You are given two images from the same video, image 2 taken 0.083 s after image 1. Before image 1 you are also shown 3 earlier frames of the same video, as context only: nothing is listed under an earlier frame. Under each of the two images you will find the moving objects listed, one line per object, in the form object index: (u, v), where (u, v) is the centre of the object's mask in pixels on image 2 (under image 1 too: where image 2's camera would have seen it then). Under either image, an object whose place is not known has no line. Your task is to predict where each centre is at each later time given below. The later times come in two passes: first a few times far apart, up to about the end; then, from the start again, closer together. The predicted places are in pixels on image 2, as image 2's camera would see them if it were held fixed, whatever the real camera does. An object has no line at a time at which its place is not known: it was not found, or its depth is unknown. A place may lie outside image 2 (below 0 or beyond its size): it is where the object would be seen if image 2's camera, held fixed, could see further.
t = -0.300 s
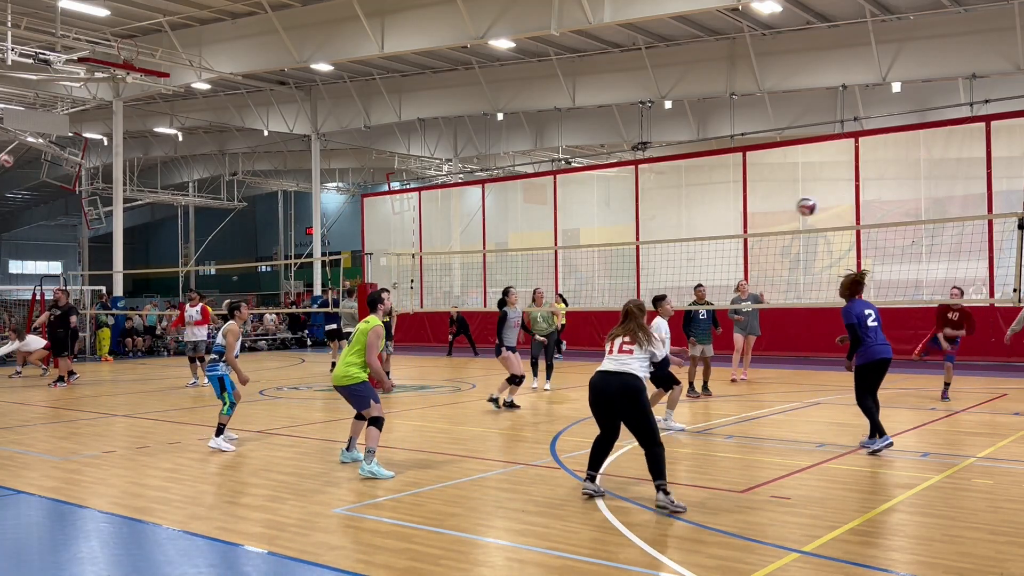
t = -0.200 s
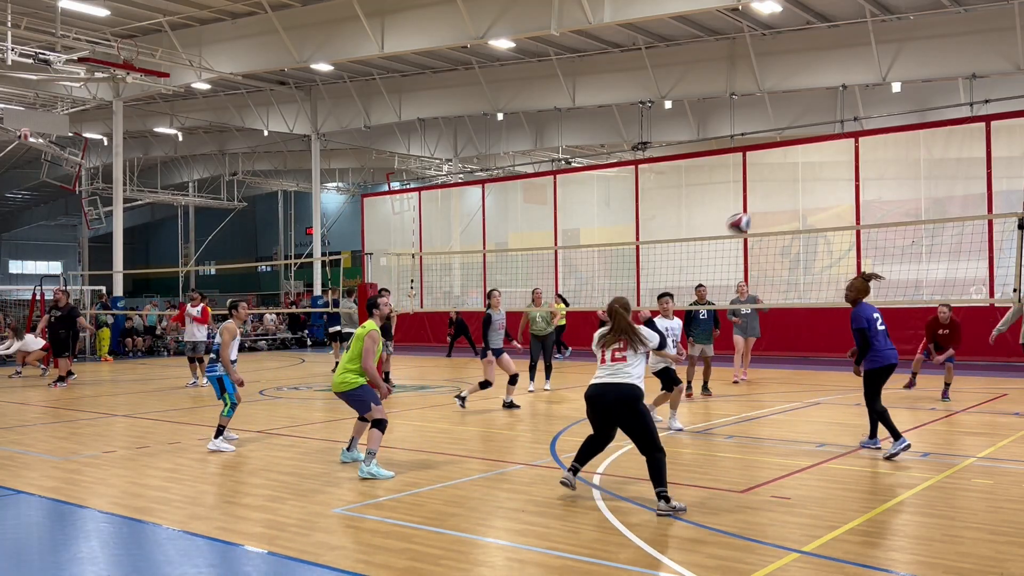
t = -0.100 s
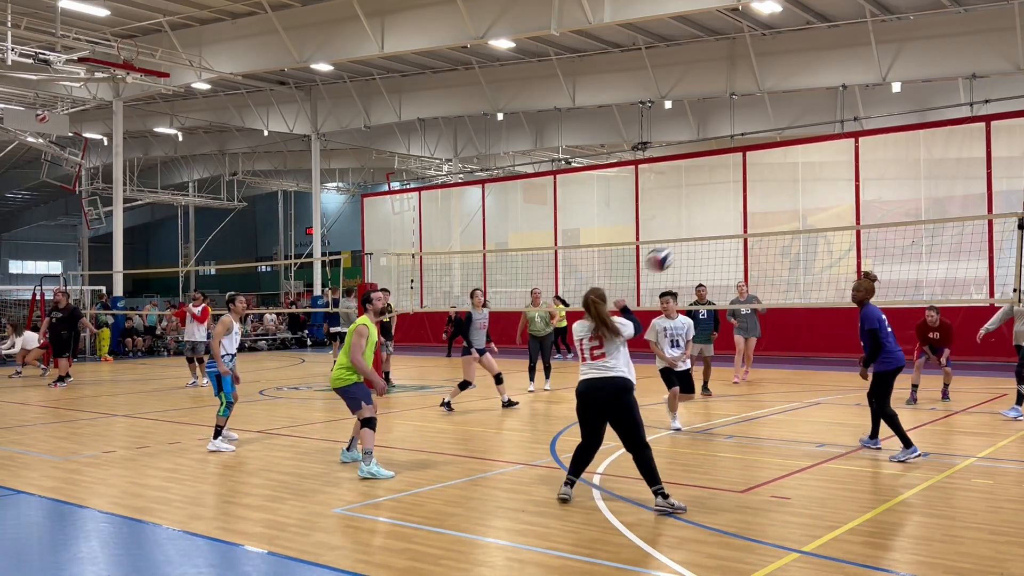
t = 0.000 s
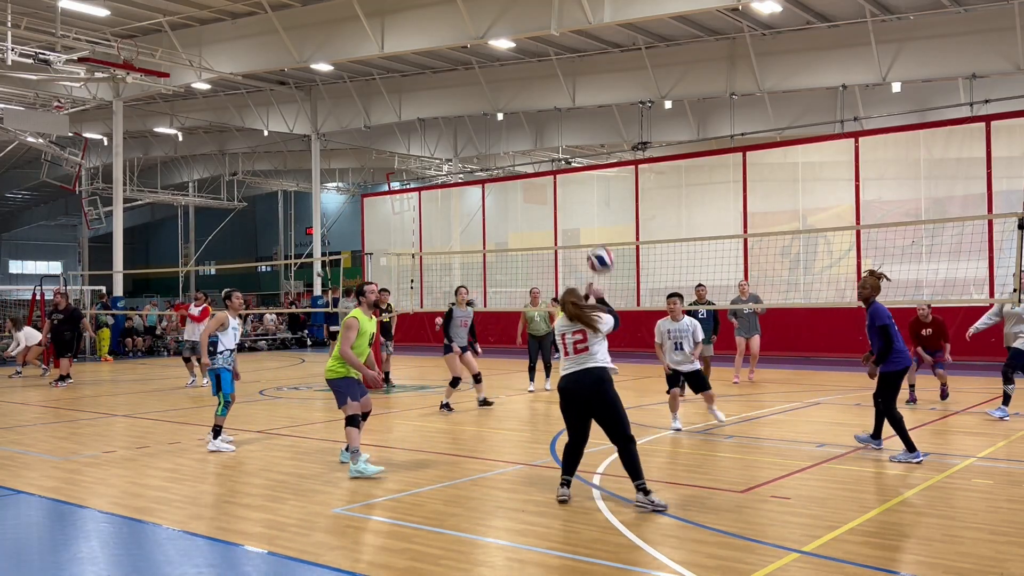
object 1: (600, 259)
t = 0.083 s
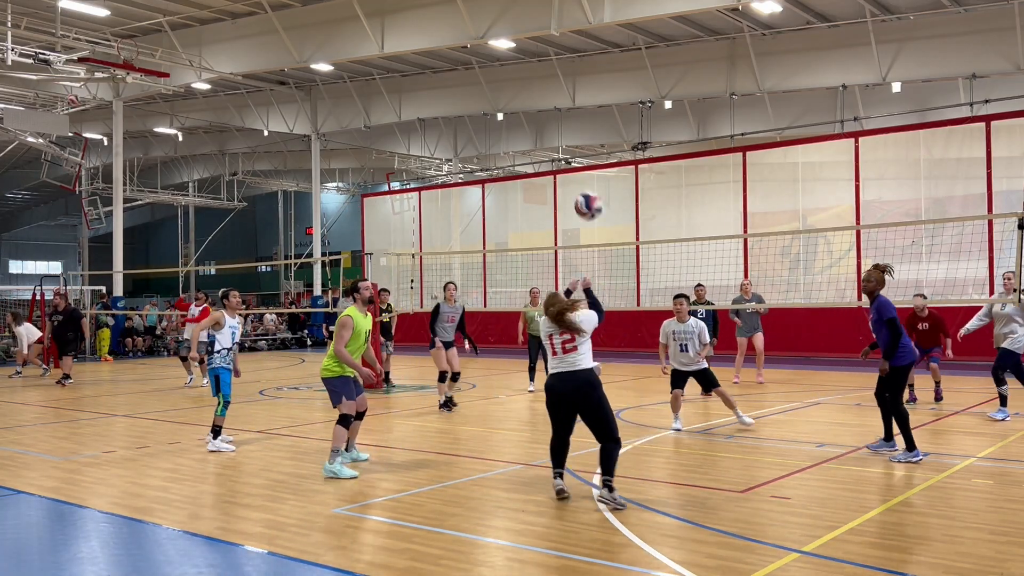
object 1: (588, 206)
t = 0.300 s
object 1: (556, 100)
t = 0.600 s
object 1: (505, 50)
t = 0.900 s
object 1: (451, 135)
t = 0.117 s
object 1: (584, 186)
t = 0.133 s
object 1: (581, 176)
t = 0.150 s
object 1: (579, 167)
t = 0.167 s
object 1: (576, 158)
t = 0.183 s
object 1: (574, 150)
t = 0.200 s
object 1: (572, 141)
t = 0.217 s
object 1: (568, 133)
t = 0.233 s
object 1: (566, 127)
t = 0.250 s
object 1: (564, 120)
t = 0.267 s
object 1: (561, 113)
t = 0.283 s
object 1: (558, 105)
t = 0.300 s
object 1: (556, 100)
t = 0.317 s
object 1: (553, 94)
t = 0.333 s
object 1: (551, 89)
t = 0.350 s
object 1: (548, 84)
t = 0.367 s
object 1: (545, 79)
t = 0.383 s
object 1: (542, 74)
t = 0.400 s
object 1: (540, 70)
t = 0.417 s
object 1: (537, 67)
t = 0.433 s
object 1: (534, 63)
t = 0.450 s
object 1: (531, 61)
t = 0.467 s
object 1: (528, 57)
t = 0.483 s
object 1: (526, 56)
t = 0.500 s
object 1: (523, 54)
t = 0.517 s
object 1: (520, 52)
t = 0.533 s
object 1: (517, 51)
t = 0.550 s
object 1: (514, 50)
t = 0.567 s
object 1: (511, 50)
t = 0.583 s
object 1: (509, 50)
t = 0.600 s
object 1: (505, 50)
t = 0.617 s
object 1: (503, 51)
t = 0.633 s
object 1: (500, 53)
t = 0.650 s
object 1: (497, 54)
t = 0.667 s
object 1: (493, 57)
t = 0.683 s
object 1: (490, 60)
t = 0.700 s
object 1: (488, 62)
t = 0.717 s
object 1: (484, 65)
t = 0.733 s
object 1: (482, 70)
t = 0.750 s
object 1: (479, 75)
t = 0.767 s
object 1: (475, 79)
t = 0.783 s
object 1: (472, 84)
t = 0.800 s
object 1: (469, 90)
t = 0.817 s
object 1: (466, 96)
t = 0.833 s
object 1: (463, 103)
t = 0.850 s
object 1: (461, 109)
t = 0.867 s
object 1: (457, 118)
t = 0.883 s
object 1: (454, 126)
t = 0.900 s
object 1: (451, 135)
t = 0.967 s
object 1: (438, 173)
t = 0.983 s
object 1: (435, 185)
